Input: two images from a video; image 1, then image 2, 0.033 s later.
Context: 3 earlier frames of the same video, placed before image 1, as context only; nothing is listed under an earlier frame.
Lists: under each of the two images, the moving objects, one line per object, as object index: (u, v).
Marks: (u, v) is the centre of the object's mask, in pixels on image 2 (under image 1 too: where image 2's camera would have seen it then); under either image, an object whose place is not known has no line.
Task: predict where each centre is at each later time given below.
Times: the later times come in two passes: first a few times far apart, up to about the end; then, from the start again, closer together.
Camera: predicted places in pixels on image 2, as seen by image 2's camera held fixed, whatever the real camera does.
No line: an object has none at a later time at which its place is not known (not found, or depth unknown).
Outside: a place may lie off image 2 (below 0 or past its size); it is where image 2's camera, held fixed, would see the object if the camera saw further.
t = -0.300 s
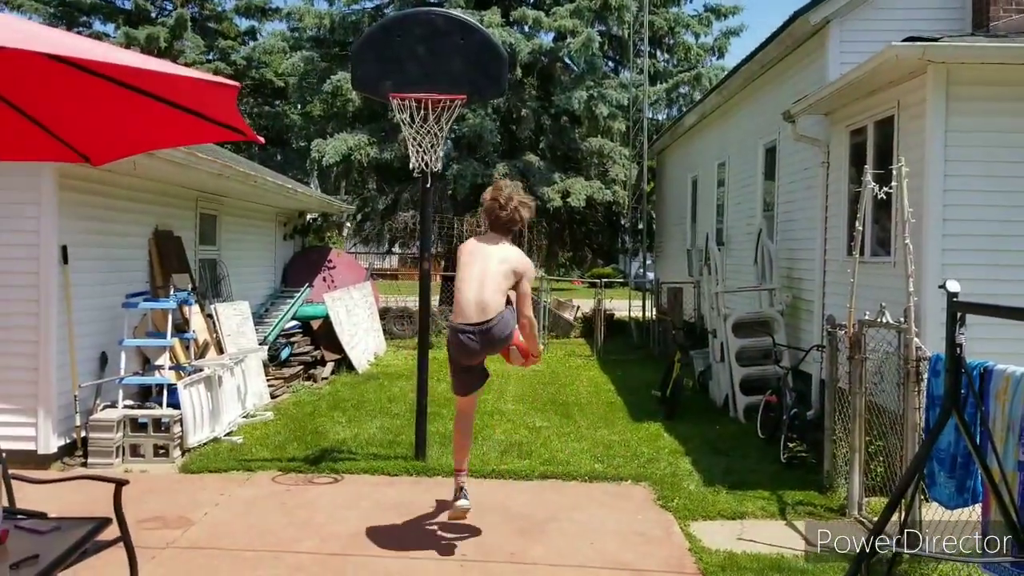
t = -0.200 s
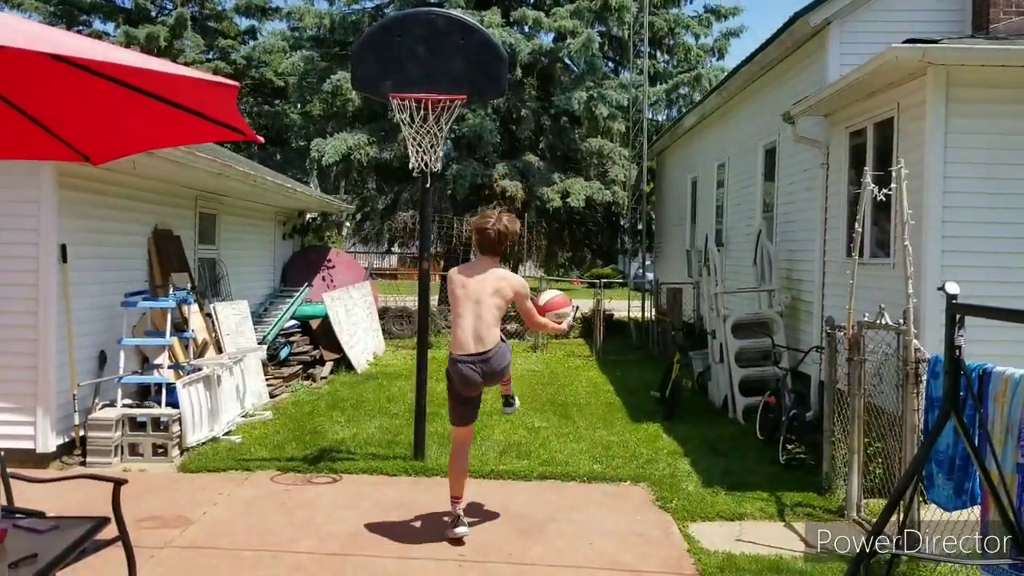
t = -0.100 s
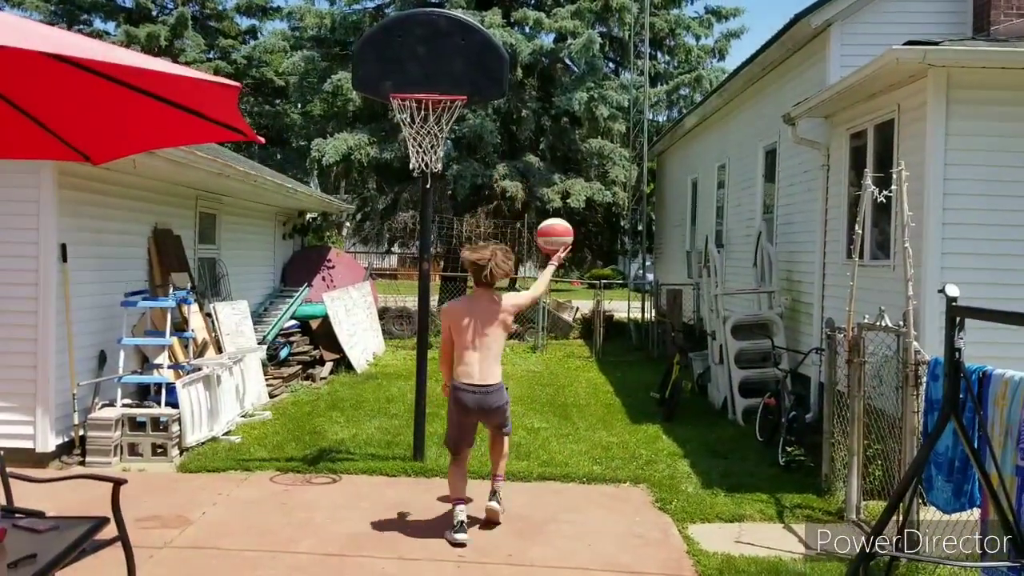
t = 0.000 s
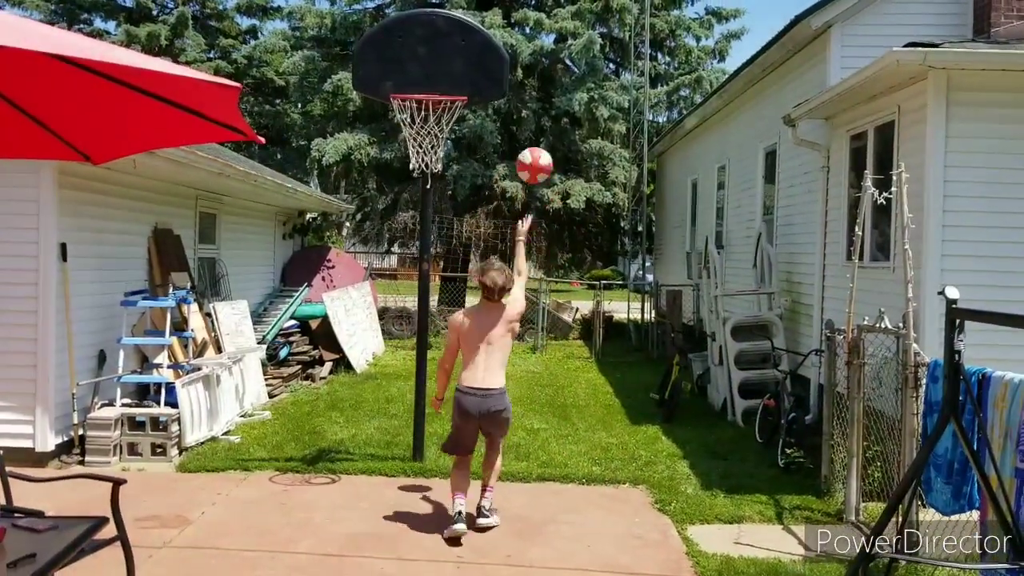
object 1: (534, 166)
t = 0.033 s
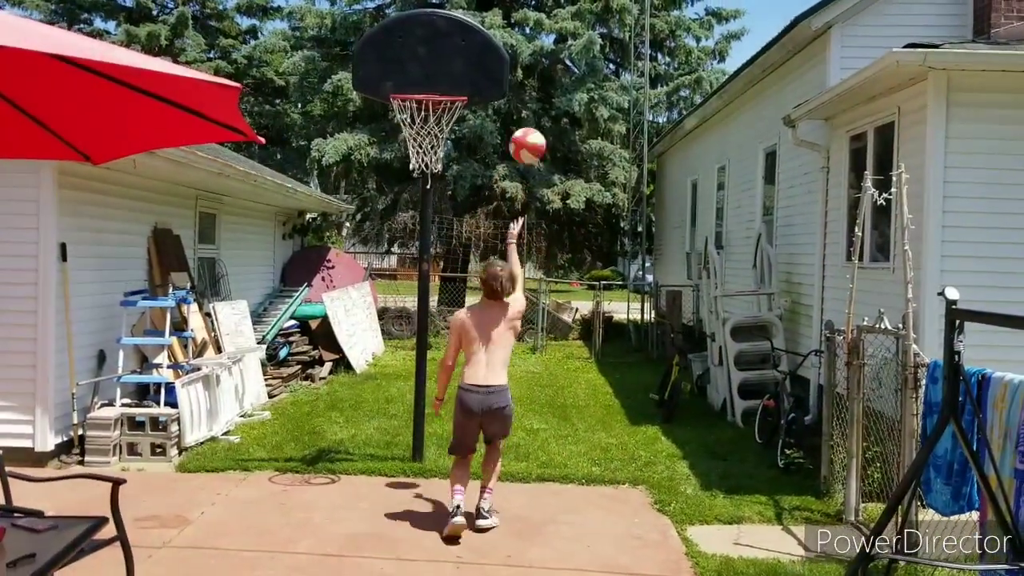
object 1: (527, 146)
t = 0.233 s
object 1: (487, 62)
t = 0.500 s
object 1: (434, 48)
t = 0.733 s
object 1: (416, 81)
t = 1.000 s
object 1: (445, 122)
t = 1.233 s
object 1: (421, 183)
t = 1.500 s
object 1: (394, 337)
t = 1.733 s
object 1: (372, 418)
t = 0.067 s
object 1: (520, 127)
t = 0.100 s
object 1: (513, 111)
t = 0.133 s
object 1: (506, 96)
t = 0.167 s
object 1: (500, 83)
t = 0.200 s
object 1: (494, 71)
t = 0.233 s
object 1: (487, 62)
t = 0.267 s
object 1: (481, 55)
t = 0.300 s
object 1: (474, 50)
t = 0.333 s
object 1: (468, 46)
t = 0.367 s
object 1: (462, 43)
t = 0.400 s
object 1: (455, 42)
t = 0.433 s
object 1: (448, 42)
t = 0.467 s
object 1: (441, 44)
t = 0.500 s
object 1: (434, 48)
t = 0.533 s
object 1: (428, 53)
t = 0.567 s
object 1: (421, 61)
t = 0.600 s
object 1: (414, 69)
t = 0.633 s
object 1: (407, 79)
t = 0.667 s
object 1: (407, 81)
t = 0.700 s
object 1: (412, 81)
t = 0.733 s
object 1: (416, 81)
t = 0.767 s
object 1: (420, 84)
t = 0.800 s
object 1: (426, 86)
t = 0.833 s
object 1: (433, 91)
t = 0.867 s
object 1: (440, 97)
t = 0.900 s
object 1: (446, 103)
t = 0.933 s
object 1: (448, 109)
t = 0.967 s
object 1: (446, 116)
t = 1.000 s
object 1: (445, 122)
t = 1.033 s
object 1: (442, 129)
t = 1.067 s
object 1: (439, 136)
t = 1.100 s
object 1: (436, 142)
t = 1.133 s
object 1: (432, 150)
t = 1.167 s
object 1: (428, 160)
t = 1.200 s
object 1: (425, 170)
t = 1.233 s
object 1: (421, 183)
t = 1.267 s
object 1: (418, 197)
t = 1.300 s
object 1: (415, 212)
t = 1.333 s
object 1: (412, 229)
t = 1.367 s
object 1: (408, 248)
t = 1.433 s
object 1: (402, 290)
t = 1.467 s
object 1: (398, 314)
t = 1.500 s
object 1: (394, 337)
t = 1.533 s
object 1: (391, 364)
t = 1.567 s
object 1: (386, 392)
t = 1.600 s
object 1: (383, 421)
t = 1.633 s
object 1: (379, 452)
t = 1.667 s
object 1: (375, 467)
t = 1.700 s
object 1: (374, 441)
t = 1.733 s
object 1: (372, 418)
